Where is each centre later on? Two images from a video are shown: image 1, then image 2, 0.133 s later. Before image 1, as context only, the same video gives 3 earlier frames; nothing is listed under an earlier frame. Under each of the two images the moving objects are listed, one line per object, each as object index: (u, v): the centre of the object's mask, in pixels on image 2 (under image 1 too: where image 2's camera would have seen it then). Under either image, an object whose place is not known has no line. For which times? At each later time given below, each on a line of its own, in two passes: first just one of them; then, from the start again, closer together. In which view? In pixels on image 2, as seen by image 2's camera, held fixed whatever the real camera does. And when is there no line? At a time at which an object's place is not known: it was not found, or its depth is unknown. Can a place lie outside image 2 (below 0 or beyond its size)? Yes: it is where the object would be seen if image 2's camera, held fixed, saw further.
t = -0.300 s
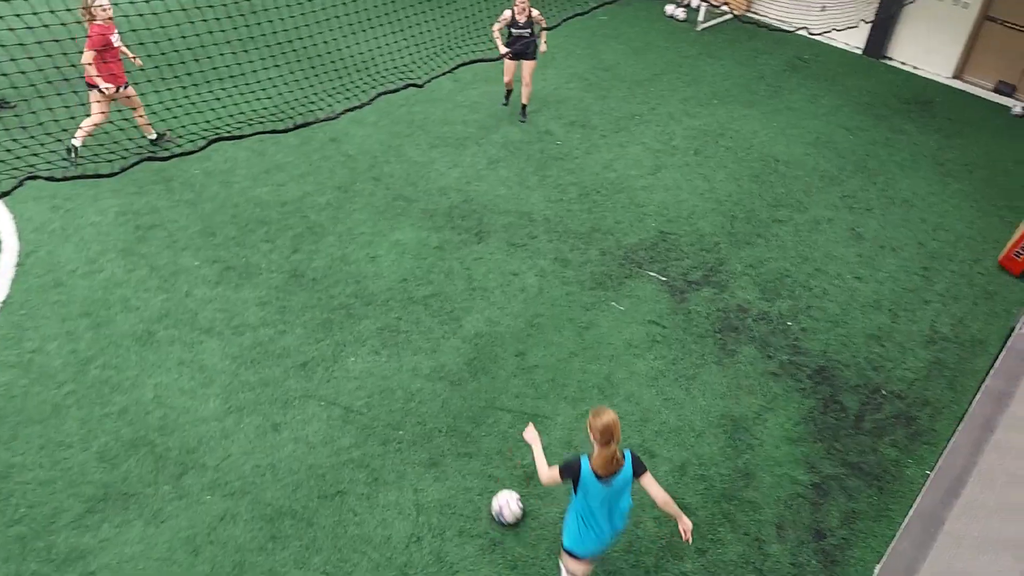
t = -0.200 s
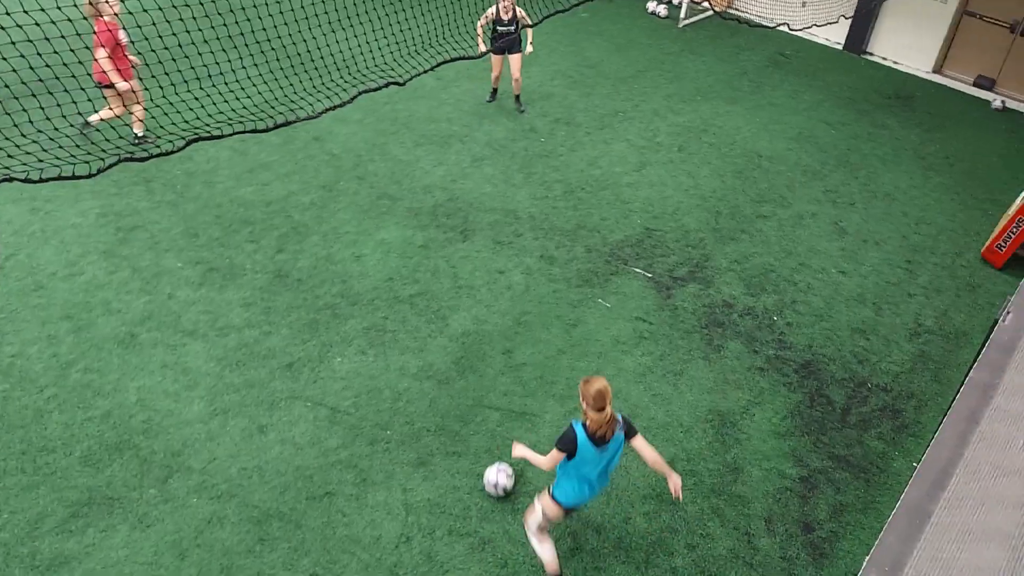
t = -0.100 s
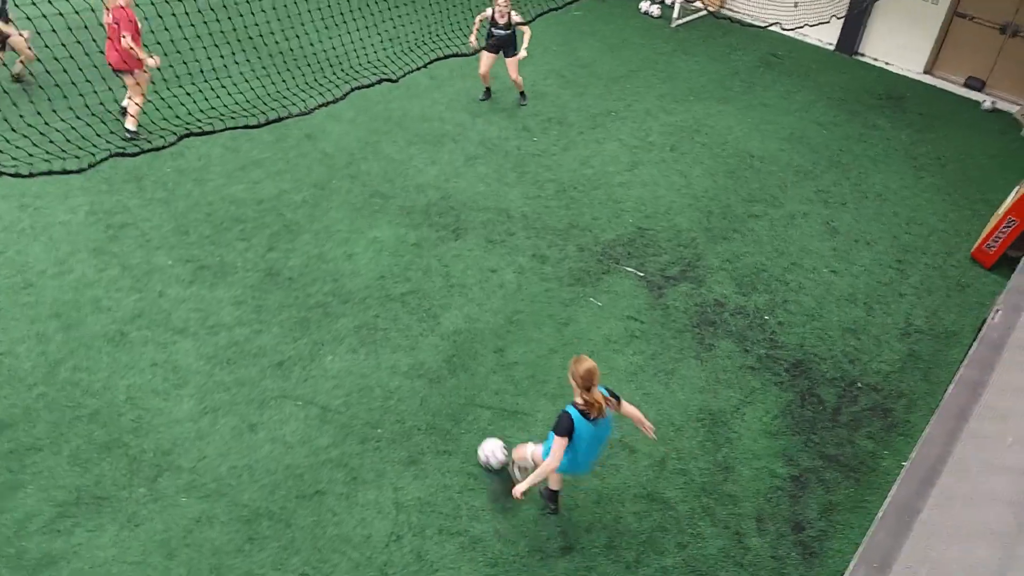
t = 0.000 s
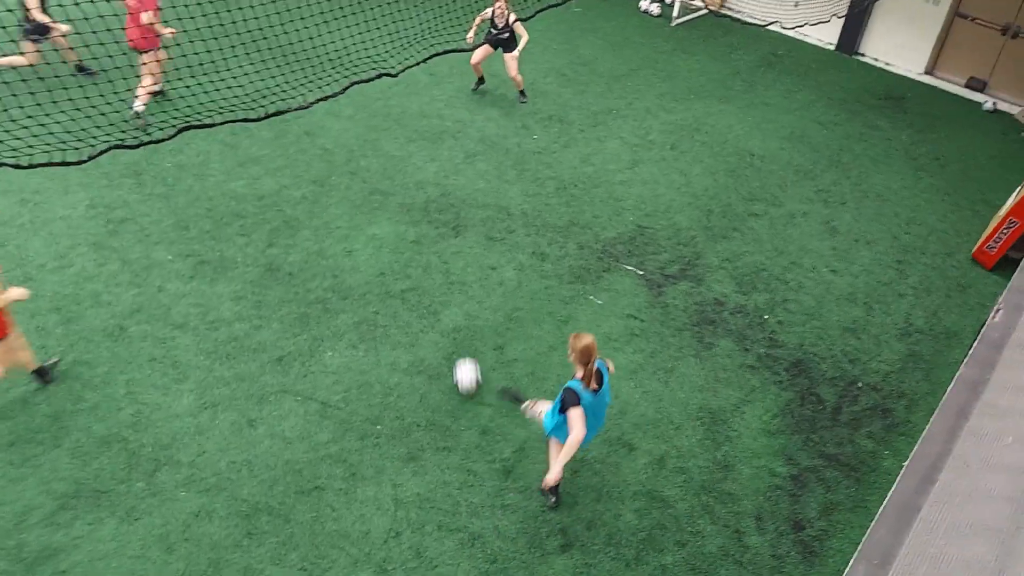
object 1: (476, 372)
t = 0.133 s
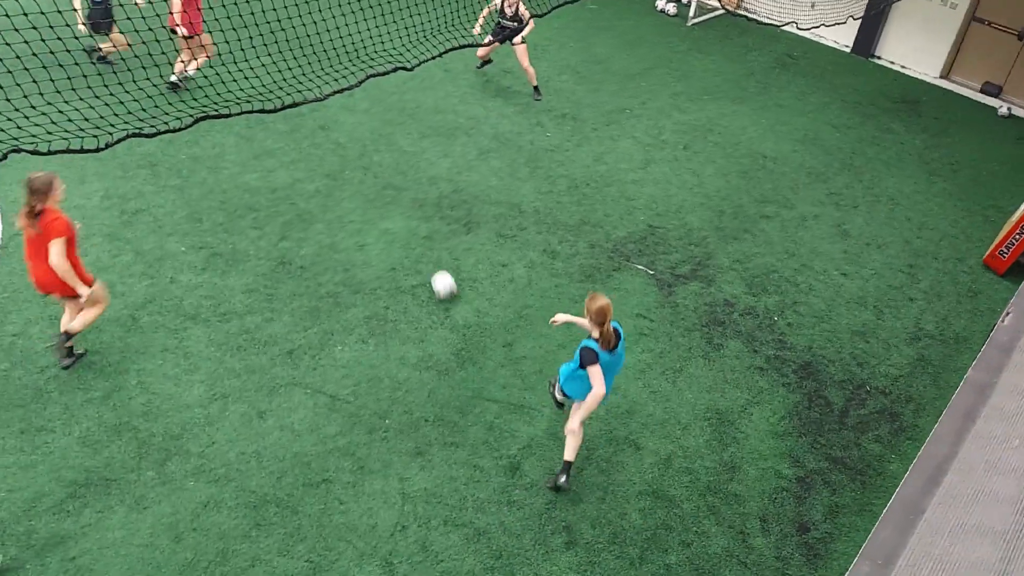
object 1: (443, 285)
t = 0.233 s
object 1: (426, 235)
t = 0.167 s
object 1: (438, 267)
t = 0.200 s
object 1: (432, 251)
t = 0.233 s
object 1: (426, 235)
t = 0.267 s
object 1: (420, 220)
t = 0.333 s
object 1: (411, 195)
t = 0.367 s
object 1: (407, 183)
